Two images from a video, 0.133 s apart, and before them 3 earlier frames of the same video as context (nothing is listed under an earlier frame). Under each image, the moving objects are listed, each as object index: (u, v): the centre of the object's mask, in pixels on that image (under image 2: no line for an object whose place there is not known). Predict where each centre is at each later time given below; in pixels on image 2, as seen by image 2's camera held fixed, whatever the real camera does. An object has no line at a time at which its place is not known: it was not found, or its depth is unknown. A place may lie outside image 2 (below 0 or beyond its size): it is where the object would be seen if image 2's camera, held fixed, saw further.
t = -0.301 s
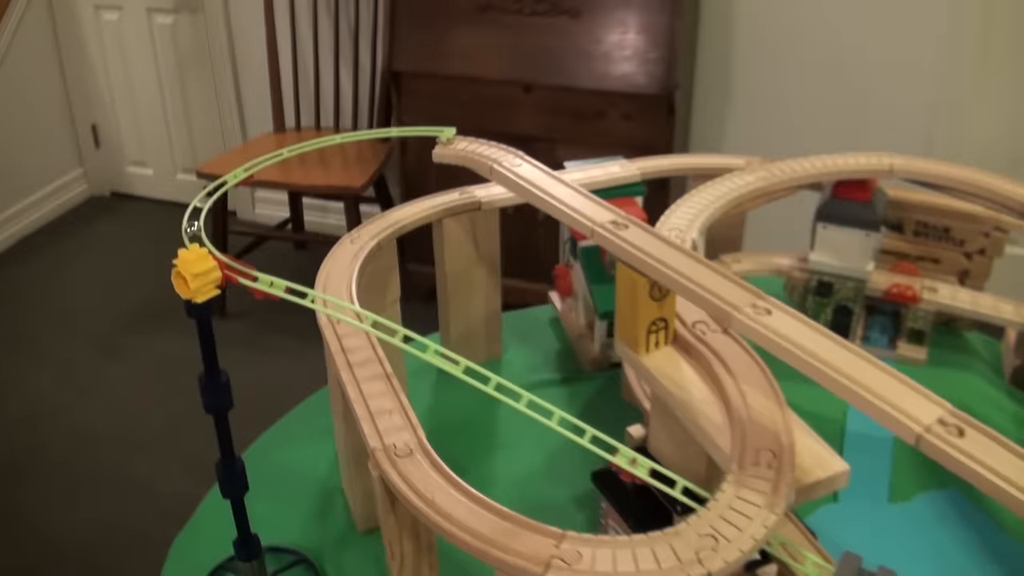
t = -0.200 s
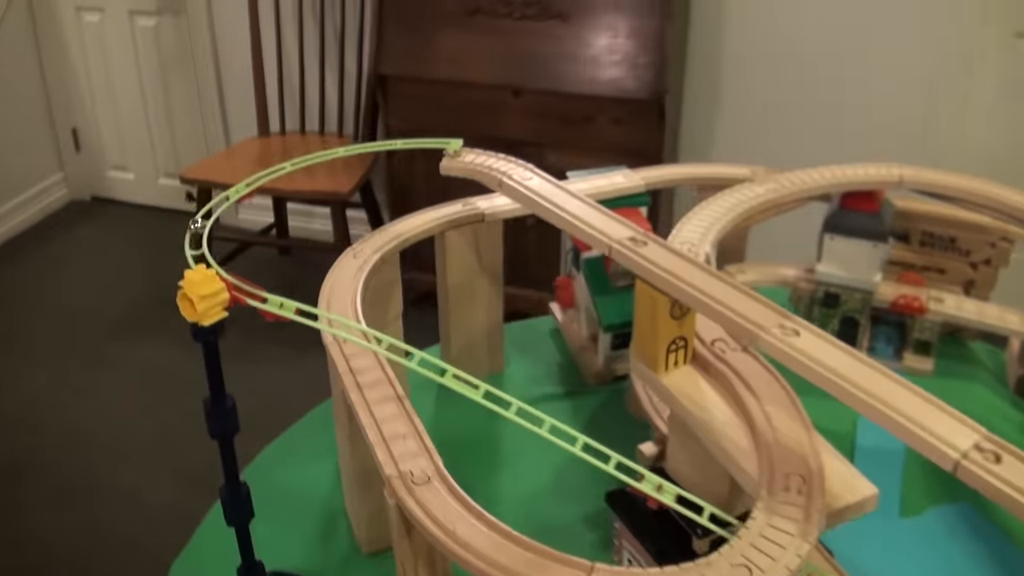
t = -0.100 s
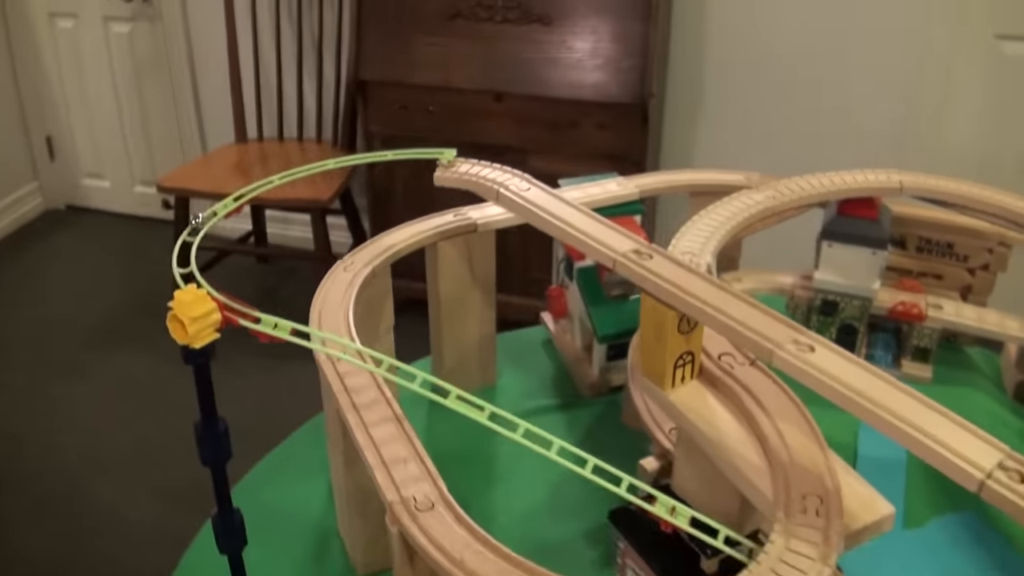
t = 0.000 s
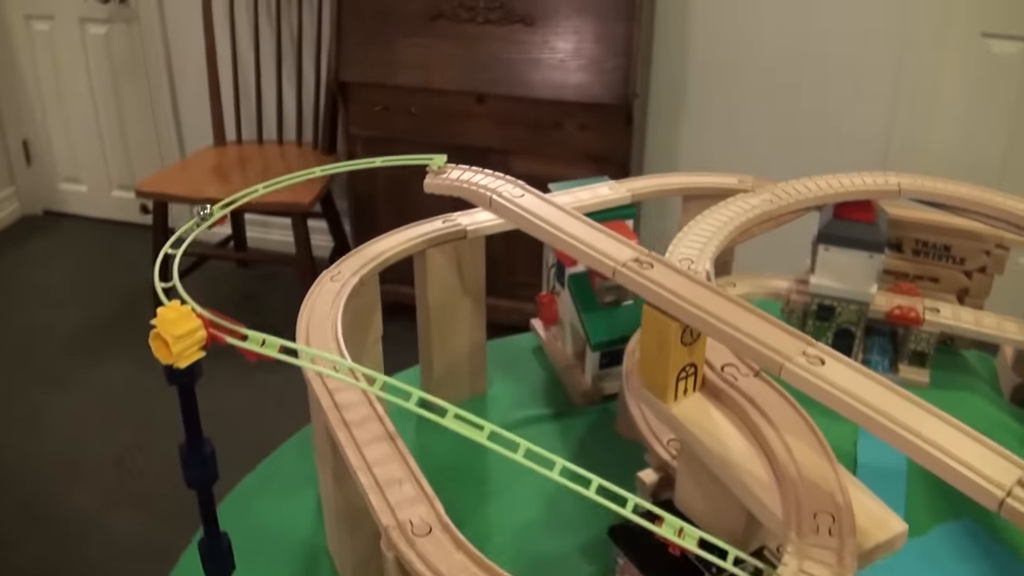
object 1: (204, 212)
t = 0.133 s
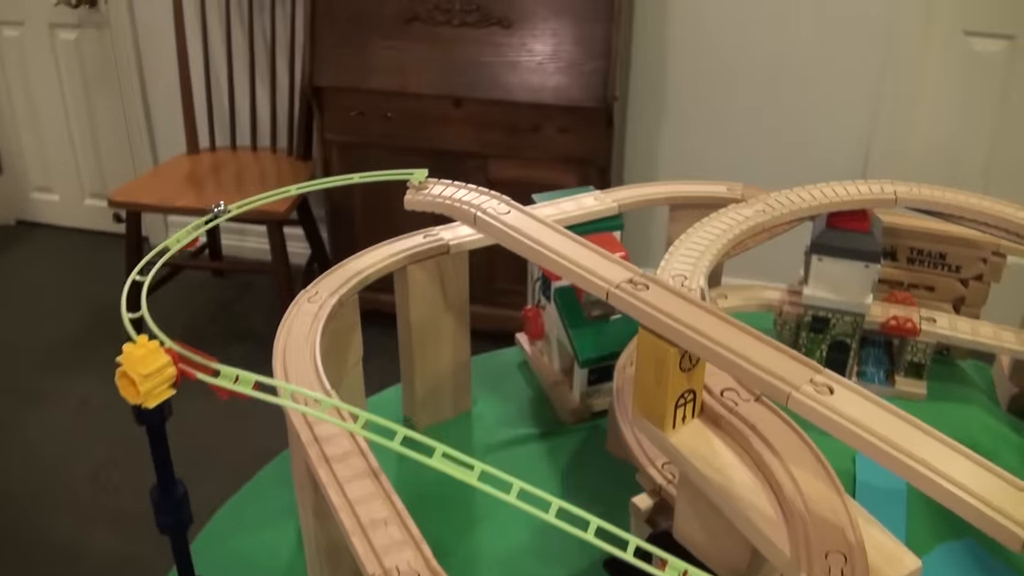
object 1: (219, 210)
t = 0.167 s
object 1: (232, 204)
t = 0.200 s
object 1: (245, 200)
